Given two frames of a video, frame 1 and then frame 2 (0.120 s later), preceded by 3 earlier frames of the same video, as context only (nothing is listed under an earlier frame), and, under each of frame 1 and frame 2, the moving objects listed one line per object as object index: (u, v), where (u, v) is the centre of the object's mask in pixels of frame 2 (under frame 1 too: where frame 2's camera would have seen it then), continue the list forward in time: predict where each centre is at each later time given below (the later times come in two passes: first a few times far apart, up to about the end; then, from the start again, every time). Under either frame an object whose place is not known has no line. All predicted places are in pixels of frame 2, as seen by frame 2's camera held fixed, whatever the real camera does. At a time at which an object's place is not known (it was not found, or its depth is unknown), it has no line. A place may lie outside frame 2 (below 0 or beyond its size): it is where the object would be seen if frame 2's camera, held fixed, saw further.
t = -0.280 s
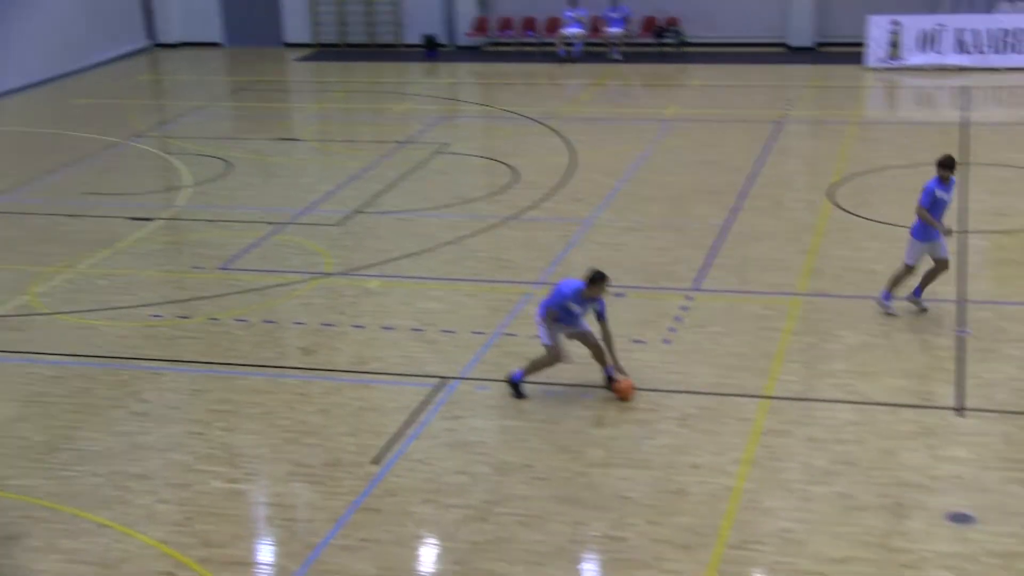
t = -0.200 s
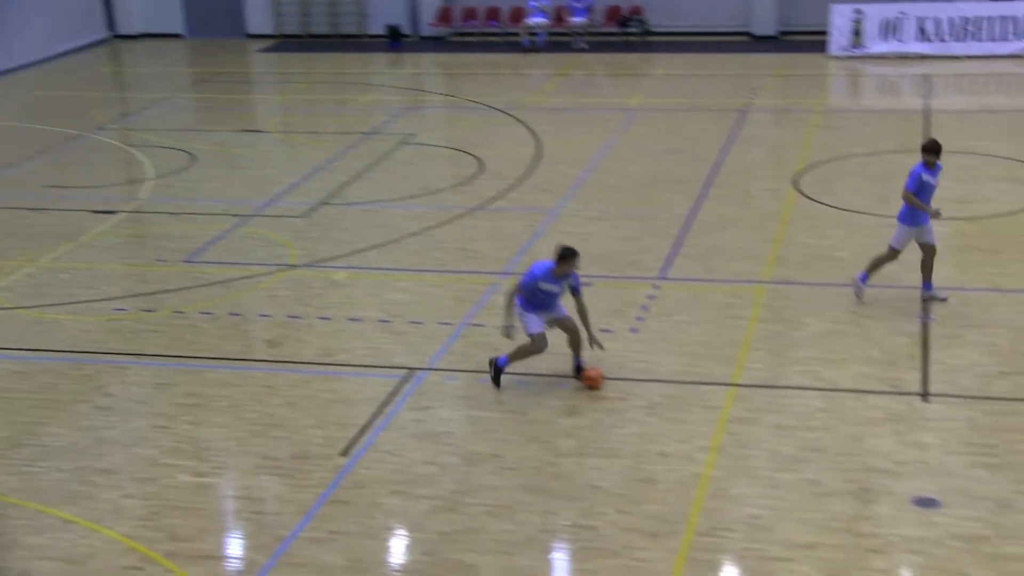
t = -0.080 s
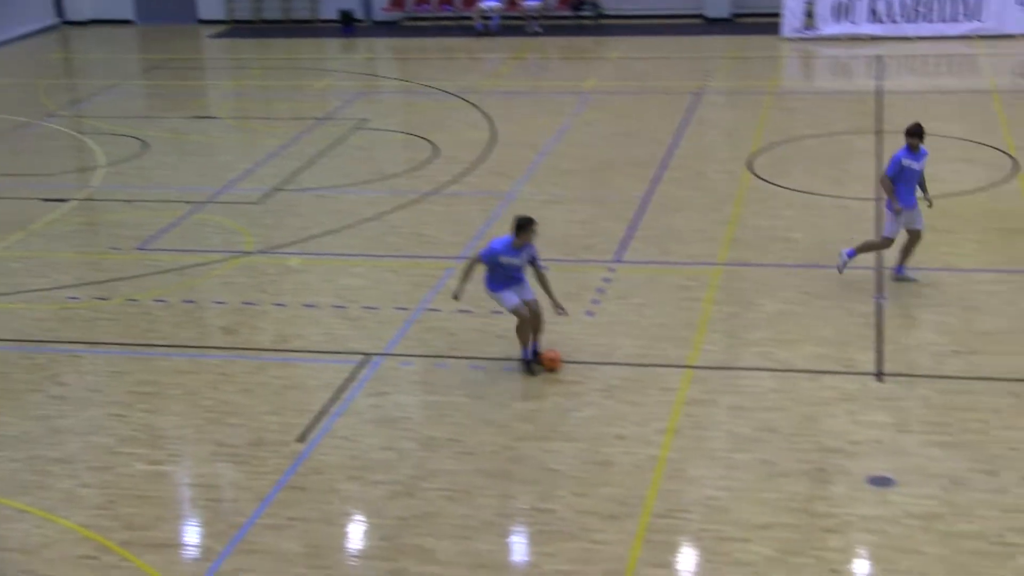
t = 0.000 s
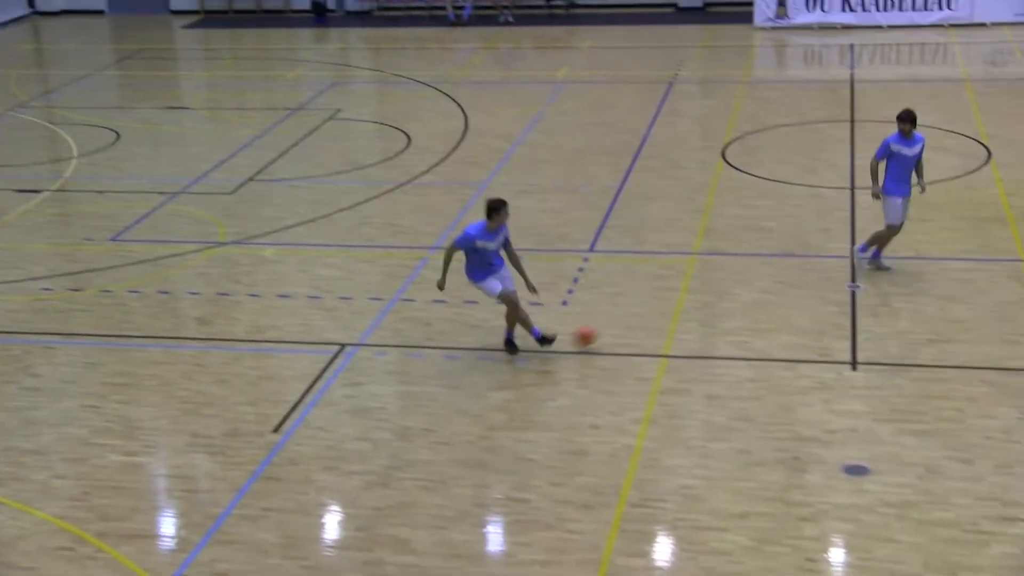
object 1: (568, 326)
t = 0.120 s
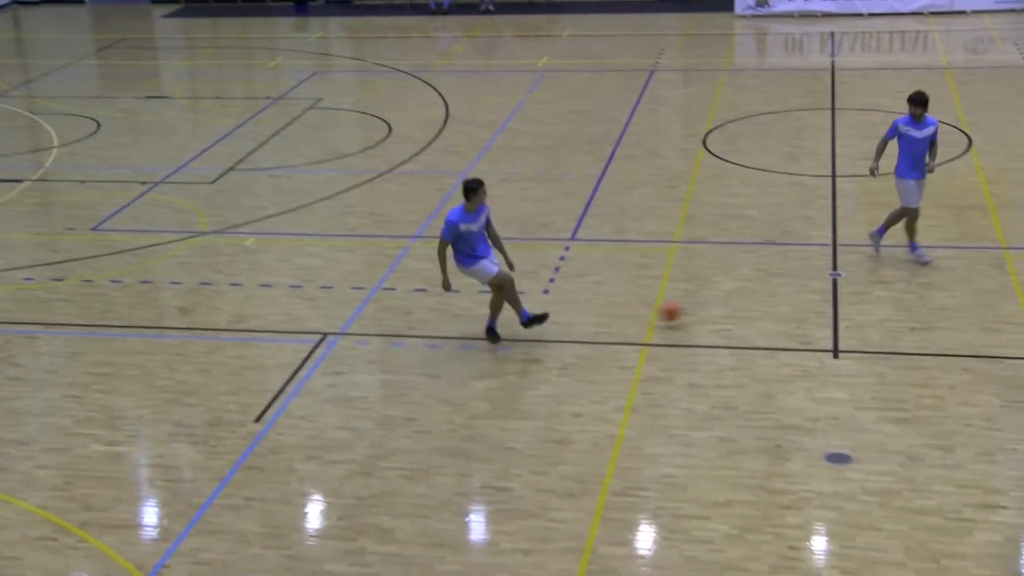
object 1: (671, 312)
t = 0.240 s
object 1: (765, 304)
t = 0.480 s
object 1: (928, 283)
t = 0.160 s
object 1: (704, 312)
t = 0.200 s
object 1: (736, 309)
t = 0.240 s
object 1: (765, 304)
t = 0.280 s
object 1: (794, 299)
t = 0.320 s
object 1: (822, 296)
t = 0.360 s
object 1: (850, 293)
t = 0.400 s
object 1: (877, 289)
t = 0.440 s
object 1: (903, 286)
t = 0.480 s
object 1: (928, 283)
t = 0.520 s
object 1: (952, 279)
